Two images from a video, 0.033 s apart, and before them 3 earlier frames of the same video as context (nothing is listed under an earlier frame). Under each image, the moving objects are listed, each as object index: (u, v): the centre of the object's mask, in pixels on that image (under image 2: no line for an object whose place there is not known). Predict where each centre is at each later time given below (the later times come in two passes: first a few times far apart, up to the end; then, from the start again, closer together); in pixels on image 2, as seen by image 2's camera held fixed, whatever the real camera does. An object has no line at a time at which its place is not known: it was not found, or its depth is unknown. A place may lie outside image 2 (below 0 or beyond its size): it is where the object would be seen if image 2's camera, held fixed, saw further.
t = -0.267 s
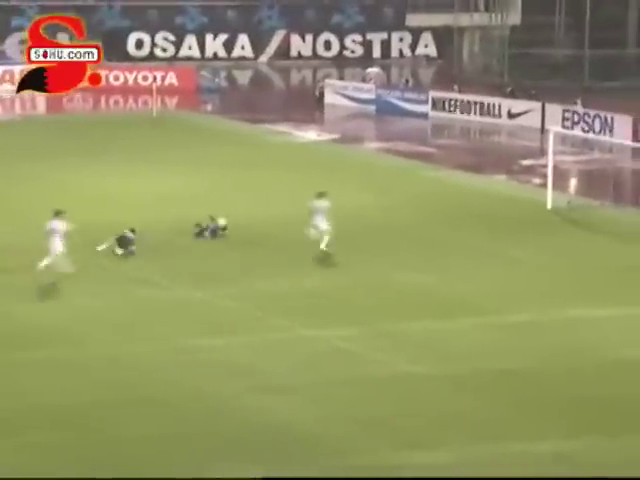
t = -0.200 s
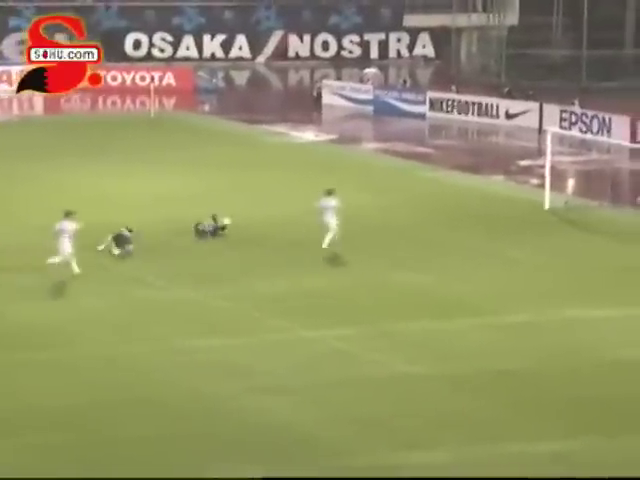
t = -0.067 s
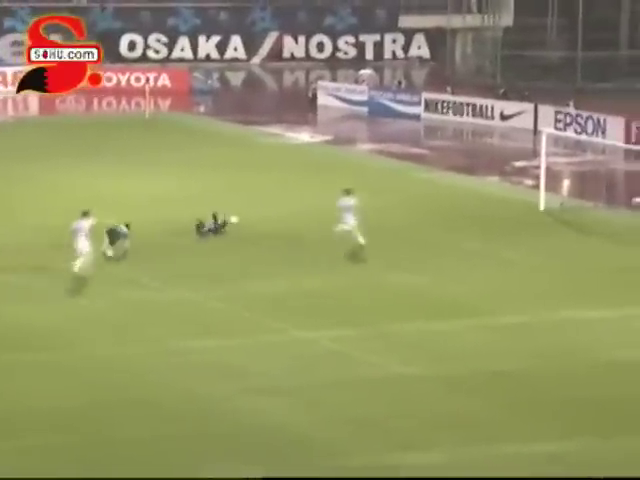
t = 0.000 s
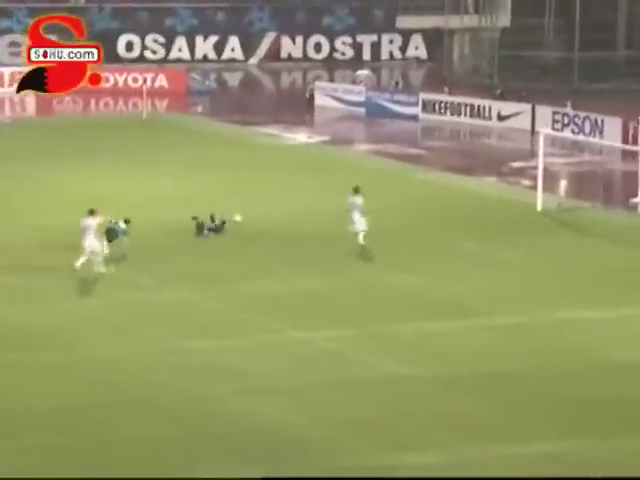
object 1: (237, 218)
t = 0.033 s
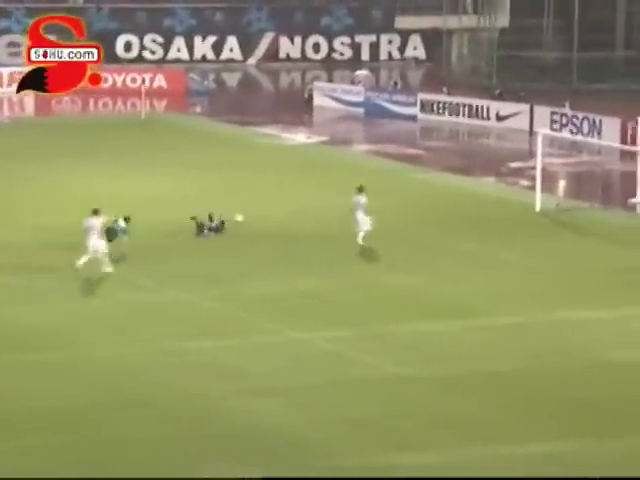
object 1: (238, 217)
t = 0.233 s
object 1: (256, 214)
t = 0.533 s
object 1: (279, 208)
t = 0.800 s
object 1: (298, 203)
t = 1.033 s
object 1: (314, 199)
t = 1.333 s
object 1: (333, 195)
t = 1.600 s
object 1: (349, 192)
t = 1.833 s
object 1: (361, 189)
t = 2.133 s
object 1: (377, 185)
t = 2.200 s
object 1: (380, 184)
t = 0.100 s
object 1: (246, 216)
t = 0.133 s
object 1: (248, 215)
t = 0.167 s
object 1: (250, 215)
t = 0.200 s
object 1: (253, 214)
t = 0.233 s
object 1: (256, 214)
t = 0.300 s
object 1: (262, 212)
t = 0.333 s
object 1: (264, 211)
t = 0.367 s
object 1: (266, 211)
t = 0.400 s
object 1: (269, 210)
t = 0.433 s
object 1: (271, 210)
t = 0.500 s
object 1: (276, 209)
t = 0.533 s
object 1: (279, 208)
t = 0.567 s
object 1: (281, 208)
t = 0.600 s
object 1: (283, 207)
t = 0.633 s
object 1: (287, 206)
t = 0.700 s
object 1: (291, 205)
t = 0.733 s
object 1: (294, 205)
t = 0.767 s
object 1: (296, 204)
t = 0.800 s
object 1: (298, 203)
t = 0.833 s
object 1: (301, 203)
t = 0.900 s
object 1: (306, 202)
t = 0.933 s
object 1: (308, 201)
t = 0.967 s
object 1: (309, 201)
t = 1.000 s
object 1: (311, 200)
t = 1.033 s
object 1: (314, 199)
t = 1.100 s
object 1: (319, 198)
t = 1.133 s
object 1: (321, 197)
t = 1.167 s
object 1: (322, 197)
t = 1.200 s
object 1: (325, 197)
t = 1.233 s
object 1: (327, 197)
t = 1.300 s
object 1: (331, 195)
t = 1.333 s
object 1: (333, 195)
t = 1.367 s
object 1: (335, 194)
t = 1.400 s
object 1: (337, 194)
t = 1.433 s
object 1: (339, 194)
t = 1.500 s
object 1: (343, 193)
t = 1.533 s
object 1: (345, 192)
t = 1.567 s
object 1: (347, 192)
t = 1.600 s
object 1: (349, 192)
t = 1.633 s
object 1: (351, 191)
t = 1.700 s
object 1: (354, 190)
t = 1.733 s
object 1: (356, 190)
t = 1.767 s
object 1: (357, 189)
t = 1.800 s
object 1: (359, 189)
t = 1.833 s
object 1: (361, 189)
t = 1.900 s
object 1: (365, 189)
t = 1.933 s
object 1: (367, 188)
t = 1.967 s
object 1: (368, 188)
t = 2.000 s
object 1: (370, 187)
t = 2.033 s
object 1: (372, 187)
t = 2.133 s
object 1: (377, 185)
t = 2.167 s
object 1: (378, 185)
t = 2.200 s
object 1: (380, 184)
